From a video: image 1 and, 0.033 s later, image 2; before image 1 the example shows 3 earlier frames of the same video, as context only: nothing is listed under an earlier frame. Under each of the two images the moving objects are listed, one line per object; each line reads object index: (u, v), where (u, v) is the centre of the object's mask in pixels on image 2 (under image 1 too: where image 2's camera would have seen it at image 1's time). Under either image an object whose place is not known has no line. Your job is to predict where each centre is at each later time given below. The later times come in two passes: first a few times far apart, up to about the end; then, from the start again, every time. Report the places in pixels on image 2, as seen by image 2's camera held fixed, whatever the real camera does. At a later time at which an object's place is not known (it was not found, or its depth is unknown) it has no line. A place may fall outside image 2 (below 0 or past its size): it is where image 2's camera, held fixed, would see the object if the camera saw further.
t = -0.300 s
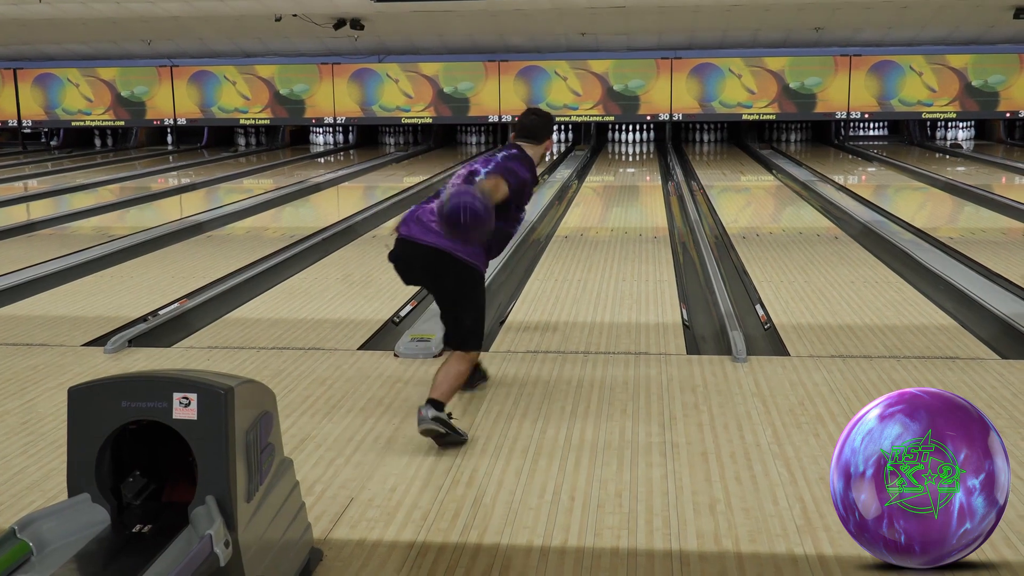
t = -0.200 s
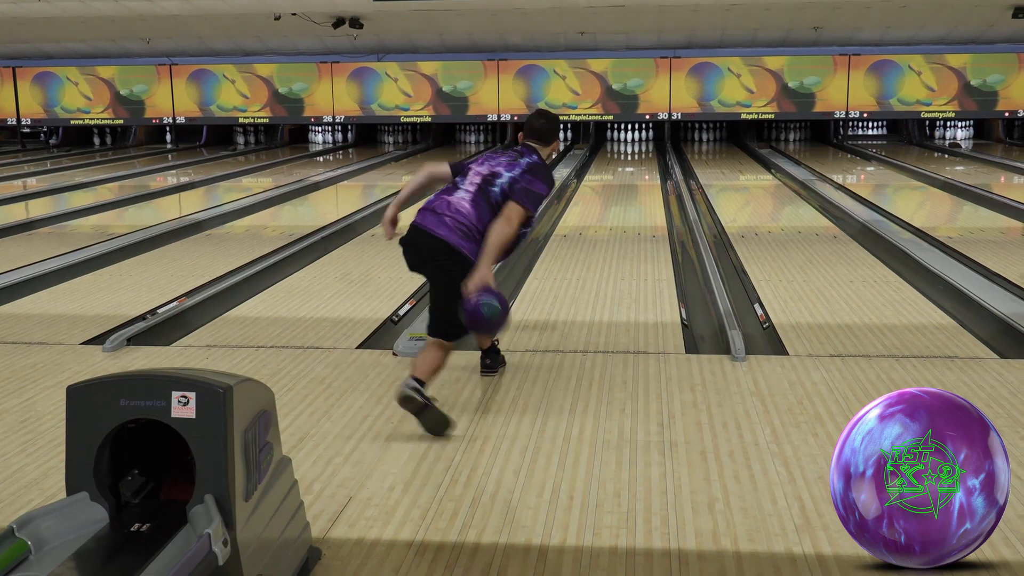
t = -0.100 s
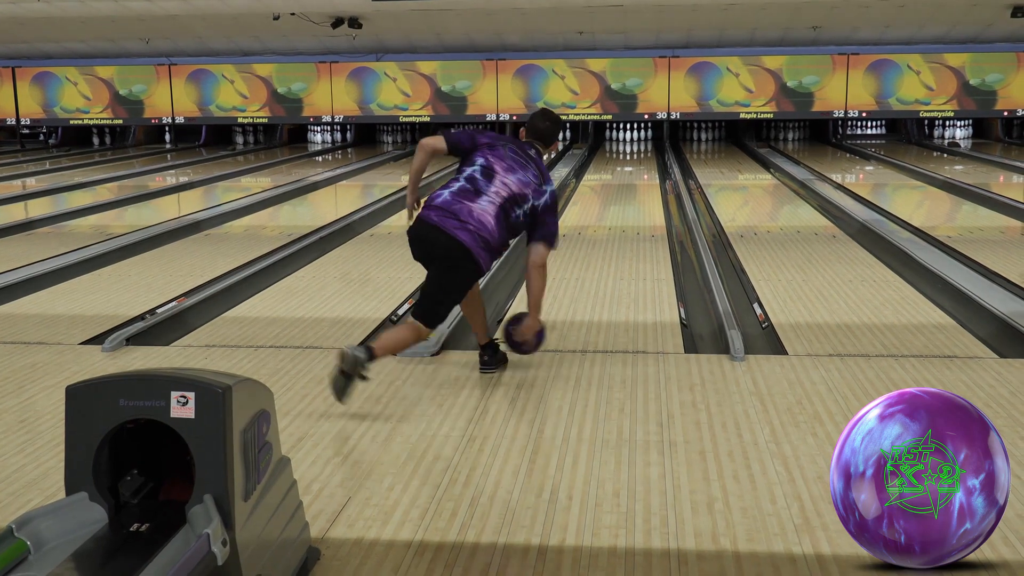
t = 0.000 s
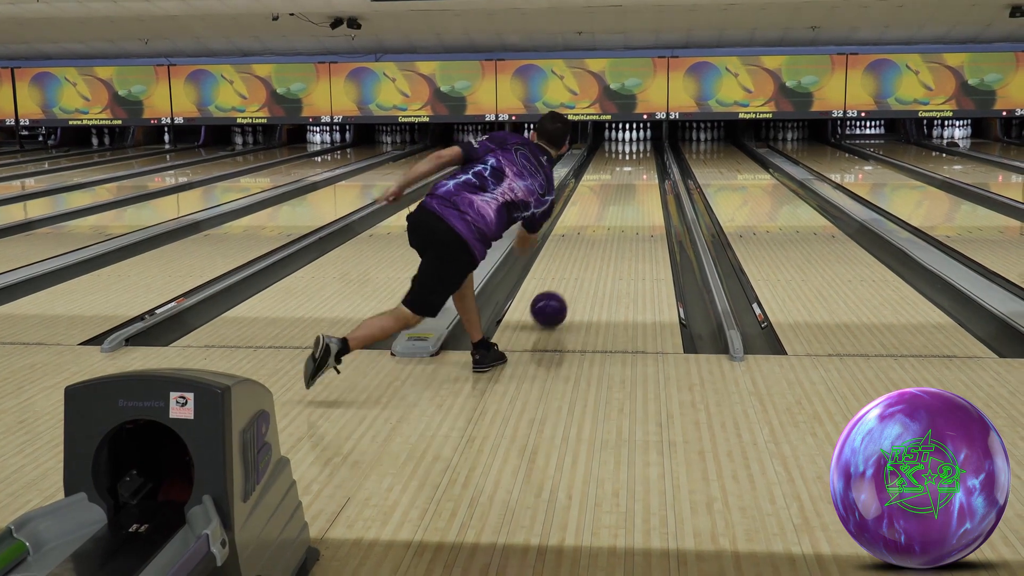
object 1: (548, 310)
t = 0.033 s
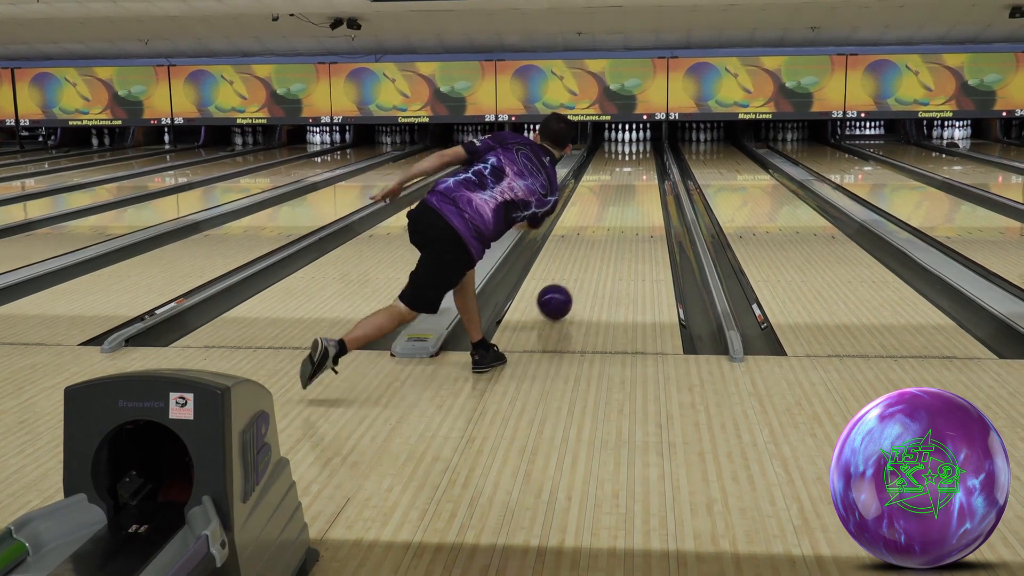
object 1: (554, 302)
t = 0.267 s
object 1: (586, 251)
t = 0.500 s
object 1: (606, 219)
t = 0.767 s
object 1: (620, 194)
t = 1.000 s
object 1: (629, 178)
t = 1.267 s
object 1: (636, 164)
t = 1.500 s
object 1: (639, 155)
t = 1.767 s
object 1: (639, 146)
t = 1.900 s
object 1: (637, 143)
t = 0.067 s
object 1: (560, 294)
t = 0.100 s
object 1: (565, 286)
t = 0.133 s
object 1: (570, 278)
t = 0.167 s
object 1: (575, 271)
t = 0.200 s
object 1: (579, 264)
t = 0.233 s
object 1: (583, 257)
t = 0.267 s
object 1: (586, 251)
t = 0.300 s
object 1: (590, 245)
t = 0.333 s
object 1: (593, 240)
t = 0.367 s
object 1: (596, 235)
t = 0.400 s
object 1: (598, 231)
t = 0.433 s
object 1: (601, 227)
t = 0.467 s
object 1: (603, 223)
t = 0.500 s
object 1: (606, 219)
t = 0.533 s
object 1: (608, 215)
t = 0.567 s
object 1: (610, 212)
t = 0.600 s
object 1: (612, 208)
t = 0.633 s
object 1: (614, 205)
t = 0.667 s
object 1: (615, 202)
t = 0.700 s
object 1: (617, 199)
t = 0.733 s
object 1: (619, 197)
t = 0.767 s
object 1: (620, 194)
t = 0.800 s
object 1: (622, 191)
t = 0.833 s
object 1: (623, 189)
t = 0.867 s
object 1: (625, 187)
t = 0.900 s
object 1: (626, 184)
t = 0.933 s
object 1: (627, 182)
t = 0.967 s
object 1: (628, 180)
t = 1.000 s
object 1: (629, 178)
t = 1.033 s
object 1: (630, 176)
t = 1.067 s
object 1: (631, 174)
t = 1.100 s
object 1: (632, 172)
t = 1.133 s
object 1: (633, 171)
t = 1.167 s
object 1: (633, 169)
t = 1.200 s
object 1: (634, 167)
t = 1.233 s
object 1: (635, 165)
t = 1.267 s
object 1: (636, 164)
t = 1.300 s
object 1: (636, 163)
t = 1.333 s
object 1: (637, 161)
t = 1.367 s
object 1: (637, 160)
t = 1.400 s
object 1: (638, 159)
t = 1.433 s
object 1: (638, 158)
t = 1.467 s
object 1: (639, 156)
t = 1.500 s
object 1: (639, 155)
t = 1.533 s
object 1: (639, 154)
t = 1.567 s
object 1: (640, 153)
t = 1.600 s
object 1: (640, 151)
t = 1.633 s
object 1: (640, 150)
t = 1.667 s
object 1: (640, 149)
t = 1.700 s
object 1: (640, 149)
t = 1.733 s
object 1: (640, 148)
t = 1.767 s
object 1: (639, 146)
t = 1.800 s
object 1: (639, 146)
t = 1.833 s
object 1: (639, 145)
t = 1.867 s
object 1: (638, 144)
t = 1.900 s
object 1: (637, 143)
